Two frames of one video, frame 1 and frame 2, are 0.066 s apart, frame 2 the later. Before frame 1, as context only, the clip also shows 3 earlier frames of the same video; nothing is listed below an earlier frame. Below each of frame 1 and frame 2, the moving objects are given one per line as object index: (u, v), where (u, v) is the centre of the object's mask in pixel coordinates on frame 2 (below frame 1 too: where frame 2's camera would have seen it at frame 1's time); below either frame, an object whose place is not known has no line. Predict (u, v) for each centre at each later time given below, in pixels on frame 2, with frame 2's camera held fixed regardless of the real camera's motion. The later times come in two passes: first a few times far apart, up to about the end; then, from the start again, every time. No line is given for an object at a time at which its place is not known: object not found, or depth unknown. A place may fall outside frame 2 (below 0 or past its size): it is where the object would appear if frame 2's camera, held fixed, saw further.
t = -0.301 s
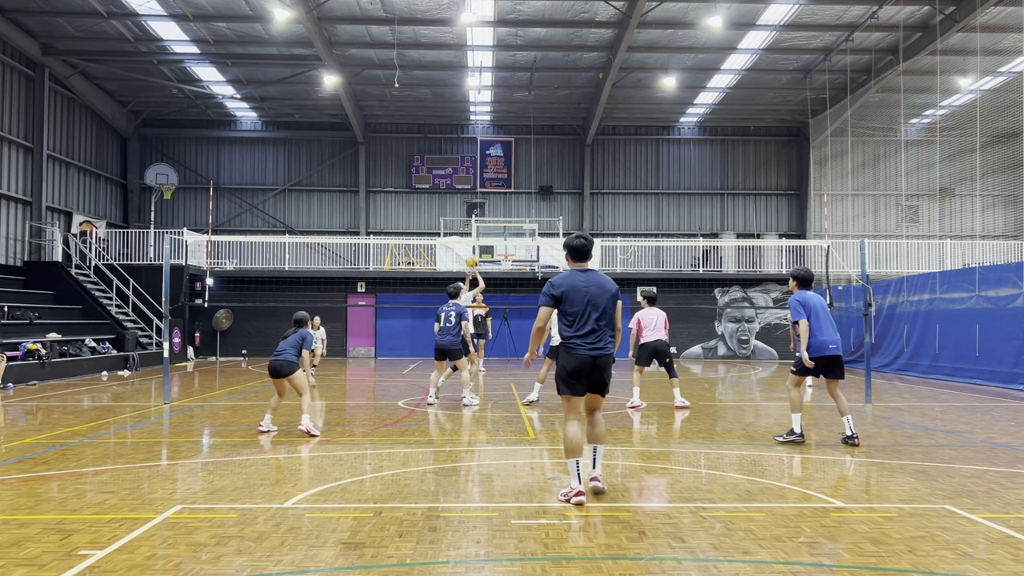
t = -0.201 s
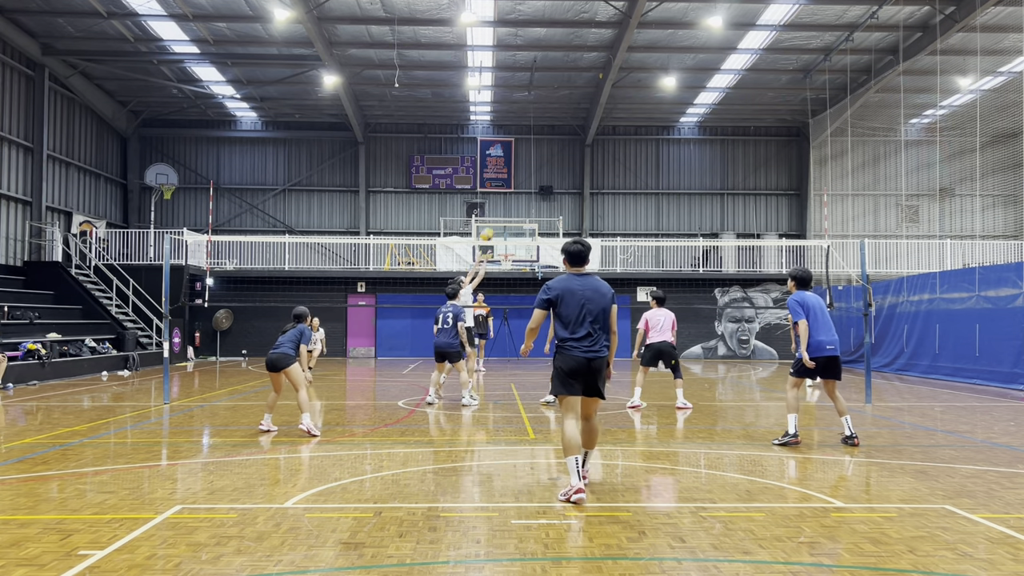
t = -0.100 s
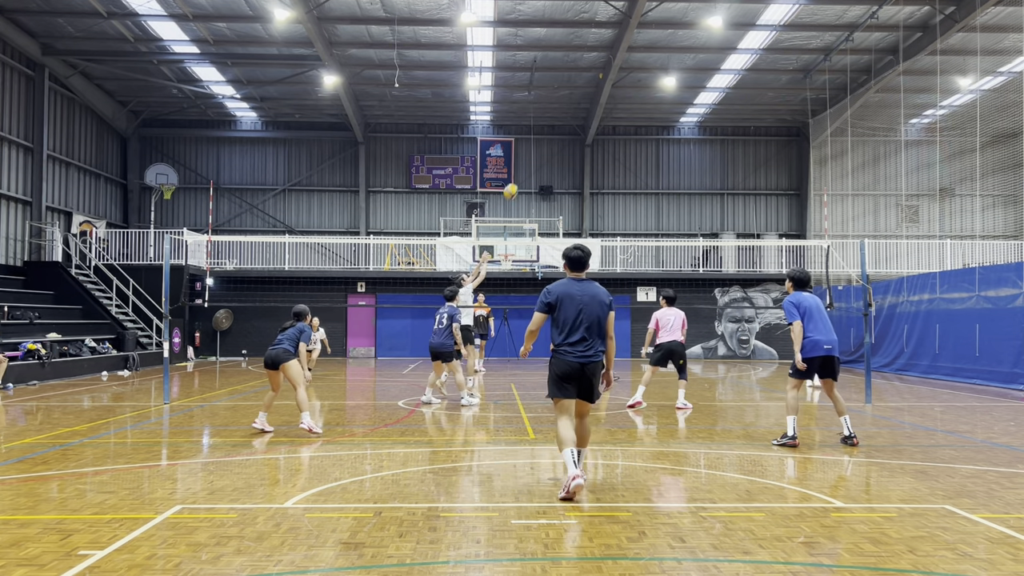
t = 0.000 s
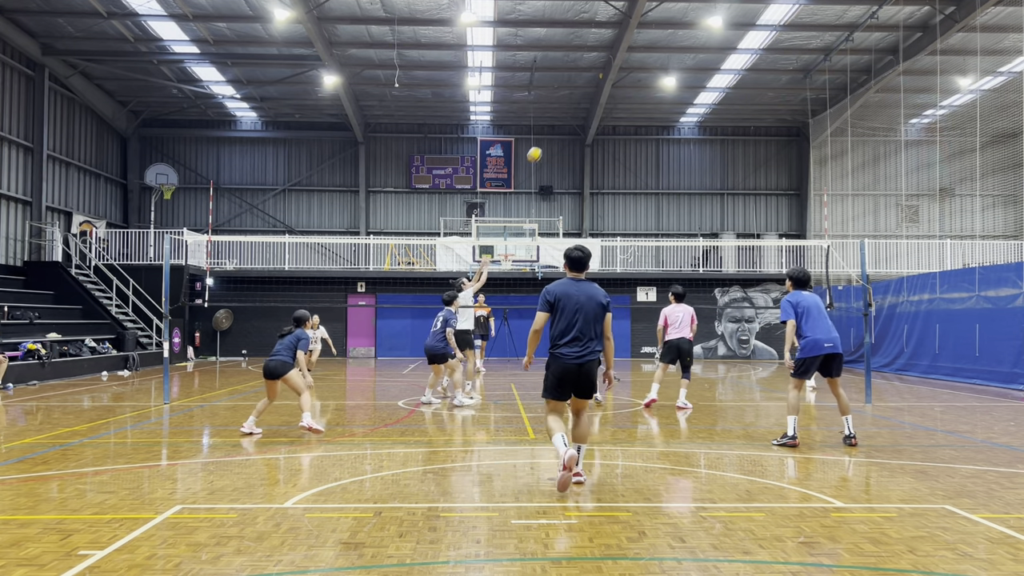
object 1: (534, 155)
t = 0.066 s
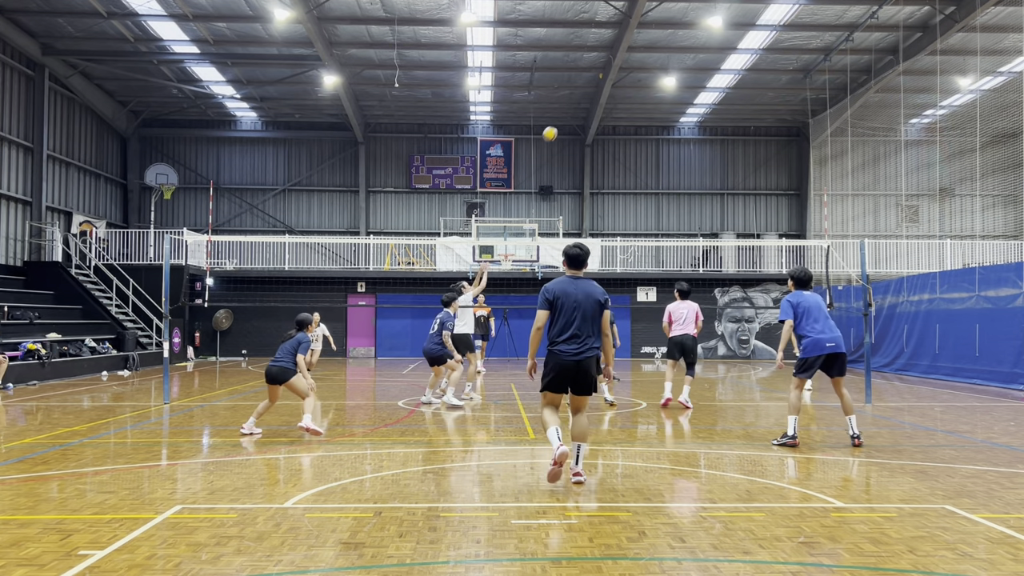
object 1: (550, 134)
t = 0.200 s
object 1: (580, 101)
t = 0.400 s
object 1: (625, 75)
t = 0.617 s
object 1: (671, 72)
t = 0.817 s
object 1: (712, 98)
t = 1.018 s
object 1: (751, 145)
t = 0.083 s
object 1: (554, 129)
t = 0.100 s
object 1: (557, 124)
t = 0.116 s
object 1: (561, 120)
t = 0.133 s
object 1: (565, 116)
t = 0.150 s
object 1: (569, 112)
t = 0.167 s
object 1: (573, 108)
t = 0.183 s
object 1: (577, 104)
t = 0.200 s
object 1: (580, 101)
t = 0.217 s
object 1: (584, 98)
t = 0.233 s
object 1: (588, 95)
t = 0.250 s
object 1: (591, 92)
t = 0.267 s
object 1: (595, 89)
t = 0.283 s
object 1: (599, 87)
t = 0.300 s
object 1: (603, 85)
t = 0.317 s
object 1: (606, 82)
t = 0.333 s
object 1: (610, 80)
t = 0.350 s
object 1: (614, 79)
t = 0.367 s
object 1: (617, 77)
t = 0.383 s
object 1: (621, 76)
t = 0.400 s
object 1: (625, 75)
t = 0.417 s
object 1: (628, 73)
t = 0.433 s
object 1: (632, 72)
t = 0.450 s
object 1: (635, 72)
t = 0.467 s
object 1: (639, 71)
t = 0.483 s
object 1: (643, 70)
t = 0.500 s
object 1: (646, 70)
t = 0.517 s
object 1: (650, 70)
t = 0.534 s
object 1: (653, 70)
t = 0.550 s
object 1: (657, 70)
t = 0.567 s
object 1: (660, 70)
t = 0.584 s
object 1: (664, 71)
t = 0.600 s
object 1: (667, 72)
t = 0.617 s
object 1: (671, 72)
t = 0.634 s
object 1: (674, 74)
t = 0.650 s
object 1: (678, 75)
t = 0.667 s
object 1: (681, 77)
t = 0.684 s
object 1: (685, 79)
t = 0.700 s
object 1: (688, 81)
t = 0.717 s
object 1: (691, 82)
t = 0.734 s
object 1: (695, 85)
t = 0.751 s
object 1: (697, 87)
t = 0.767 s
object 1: (701, 89)
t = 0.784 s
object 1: (704, 91)
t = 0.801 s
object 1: (708, 94)
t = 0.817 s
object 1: (712, 98)
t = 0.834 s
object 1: (716, 102)
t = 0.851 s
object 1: (719, 104)
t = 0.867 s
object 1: (722, 107)
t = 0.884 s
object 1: (725, 111)
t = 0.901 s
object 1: (728, 115)
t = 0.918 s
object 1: (732, 119)
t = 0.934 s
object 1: (735, 123)
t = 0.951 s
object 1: (738, 127)
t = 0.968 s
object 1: (741, 131)
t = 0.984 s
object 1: (745, 136)
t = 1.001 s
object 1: (748, 140)
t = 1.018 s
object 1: (751, 145)
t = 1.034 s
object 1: (754, 150)
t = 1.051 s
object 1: (758, 155)
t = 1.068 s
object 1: (761, 161)
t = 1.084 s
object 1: (764, 166)
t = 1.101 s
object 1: (767, 171)
